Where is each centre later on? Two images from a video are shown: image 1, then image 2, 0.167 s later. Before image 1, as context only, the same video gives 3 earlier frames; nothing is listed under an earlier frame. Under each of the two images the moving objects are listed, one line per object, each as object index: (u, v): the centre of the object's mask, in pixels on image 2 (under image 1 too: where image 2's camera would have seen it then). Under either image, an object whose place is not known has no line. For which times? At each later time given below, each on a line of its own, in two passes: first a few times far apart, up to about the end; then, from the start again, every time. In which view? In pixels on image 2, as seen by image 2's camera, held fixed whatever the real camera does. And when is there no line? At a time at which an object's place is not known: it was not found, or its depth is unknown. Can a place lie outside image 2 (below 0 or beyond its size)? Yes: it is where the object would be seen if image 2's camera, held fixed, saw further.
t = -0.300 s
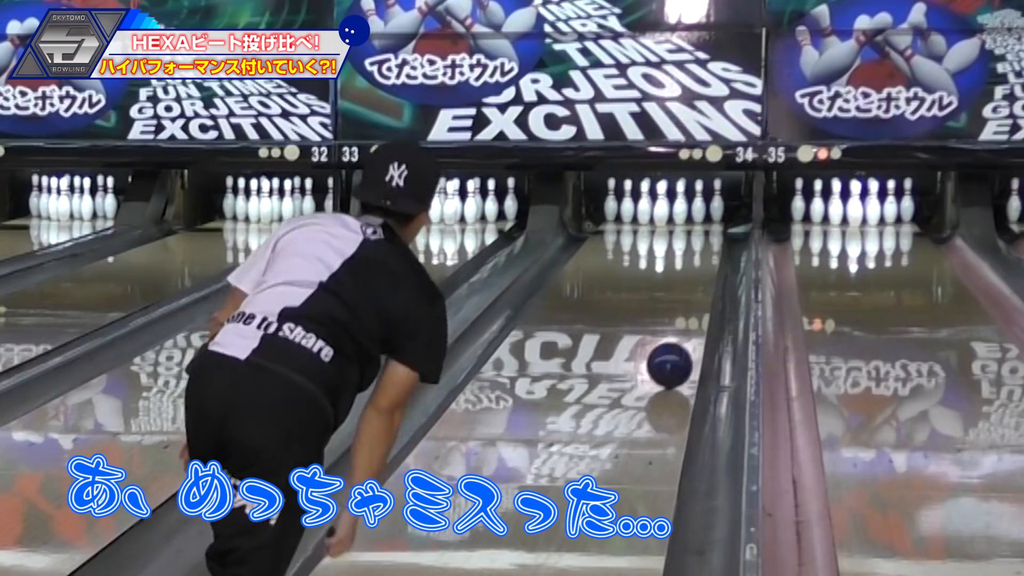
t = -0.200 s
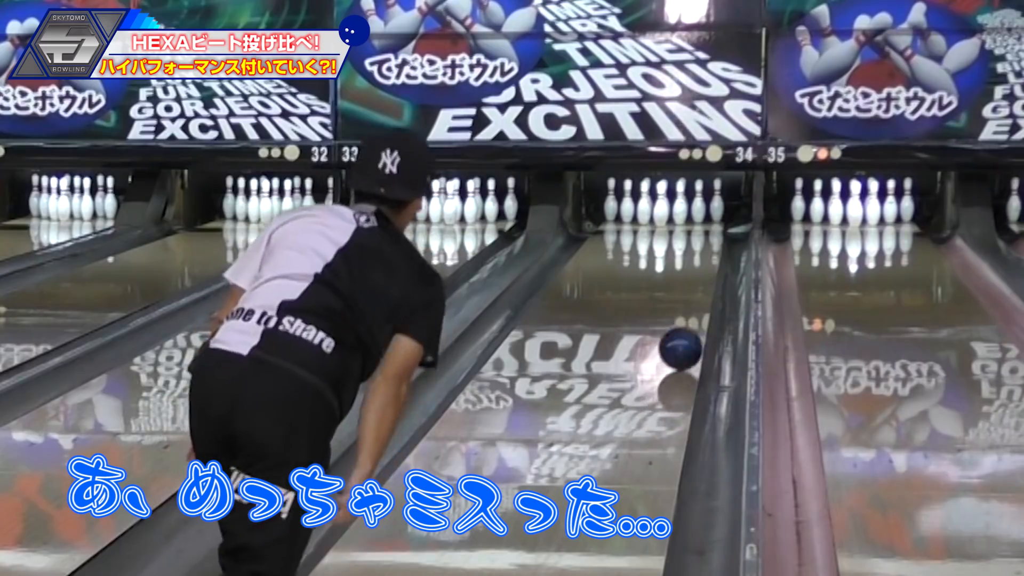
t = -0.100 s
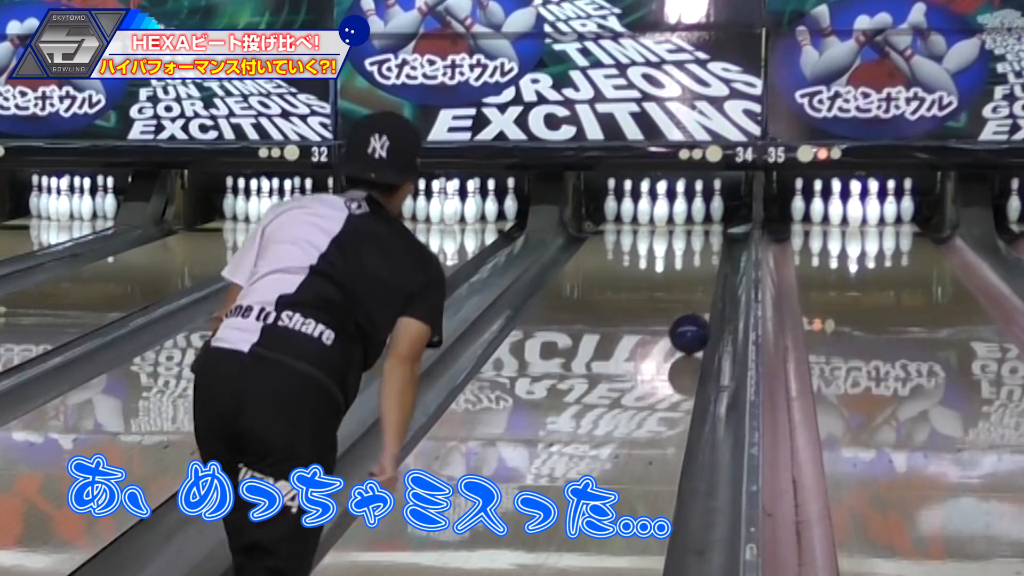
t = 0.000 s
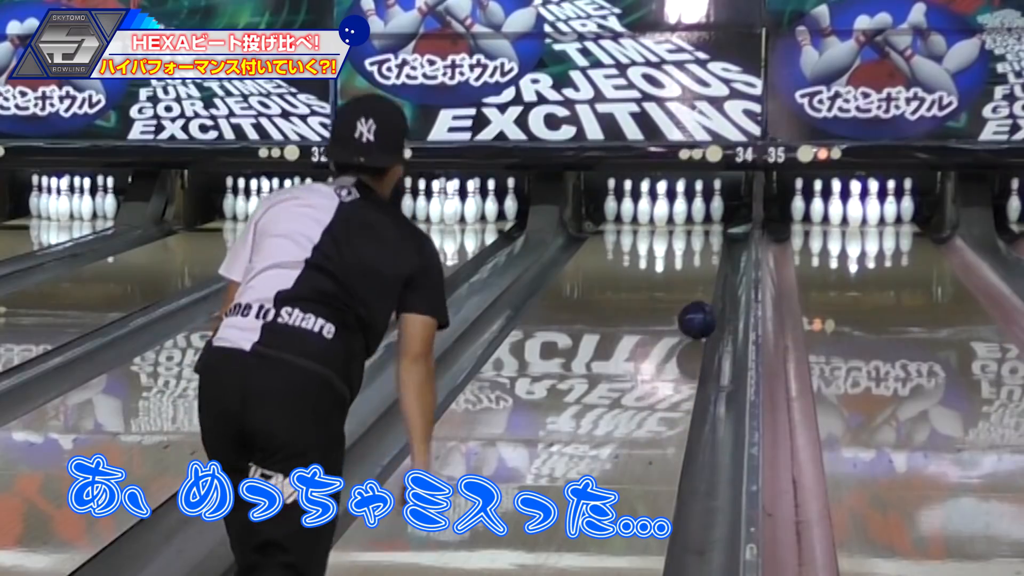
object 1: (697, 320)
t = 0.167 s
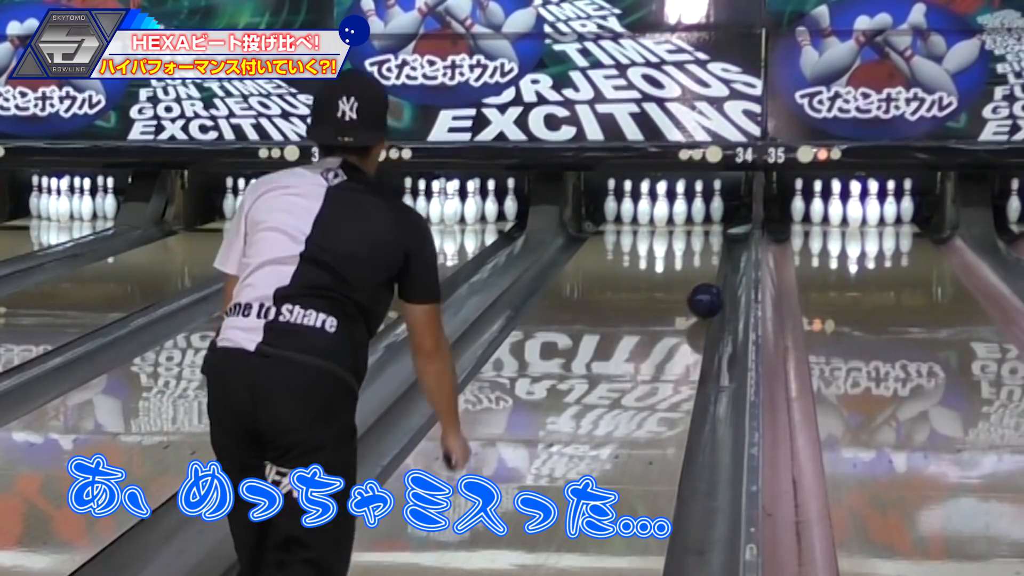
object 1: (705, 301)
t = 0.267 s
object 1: (708, 290)
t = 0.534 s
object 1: (710, 266)
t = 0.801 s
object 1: (701, 245)
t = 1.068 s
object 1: (680, 230)
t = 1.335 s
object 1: (659, 217)
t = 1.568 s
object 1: (649, 211)
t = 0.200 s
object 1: (706, 297)
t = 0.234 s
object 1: (708, 293)
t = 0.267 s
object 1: (708, 290)
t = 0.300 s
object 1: (709, 287)
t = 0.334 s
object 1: (710, 283)
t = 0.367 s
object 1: (710, 280)
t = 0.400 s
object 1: (710, 277)
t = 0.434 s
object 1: (710, 274)
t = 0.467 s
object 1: (710, 272)
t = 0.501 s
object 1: (710, 269)
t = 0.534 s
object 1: (710, 266)
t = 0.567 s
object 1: (709, 263)
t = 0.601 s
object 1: (708, 260)
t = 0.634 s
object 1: (707, 257)
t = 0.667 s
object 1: (707, 255)
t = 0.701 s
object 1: (706, 253)
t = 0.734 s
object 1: (704, 250)
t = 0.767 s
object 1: (703, 247)
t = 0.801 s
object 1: (701, 245)
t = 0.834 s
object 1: (698, 244)
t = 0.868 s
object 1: (696, 241)
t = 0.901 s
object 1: (694, 239)
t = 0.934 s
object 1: (692, 237)
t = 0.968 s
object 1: (688, 235)
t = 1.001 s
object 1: (685, 233)
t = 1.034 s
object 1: (682, 232)
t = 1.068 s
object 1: (680, 230)
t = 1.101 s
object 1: (677, 228)
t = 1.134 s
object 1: (675, 226)
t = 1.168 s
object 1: (672, 225)
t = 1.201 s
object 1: (669, 223)
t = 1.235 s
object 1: (666, 222)
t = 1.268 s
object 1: (664, 220)
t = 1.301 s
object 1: (661, 218)
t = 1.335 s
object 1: (659, 217)
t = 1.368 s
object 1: (657, 216)
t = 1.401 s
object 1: (655, 214)
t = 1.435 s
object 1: (652, 213)
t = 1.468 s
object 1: (650, 213)
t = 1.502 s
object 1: (649, 212)
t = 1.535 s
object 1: (649, 212)
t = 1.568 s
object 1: (649, 211)
